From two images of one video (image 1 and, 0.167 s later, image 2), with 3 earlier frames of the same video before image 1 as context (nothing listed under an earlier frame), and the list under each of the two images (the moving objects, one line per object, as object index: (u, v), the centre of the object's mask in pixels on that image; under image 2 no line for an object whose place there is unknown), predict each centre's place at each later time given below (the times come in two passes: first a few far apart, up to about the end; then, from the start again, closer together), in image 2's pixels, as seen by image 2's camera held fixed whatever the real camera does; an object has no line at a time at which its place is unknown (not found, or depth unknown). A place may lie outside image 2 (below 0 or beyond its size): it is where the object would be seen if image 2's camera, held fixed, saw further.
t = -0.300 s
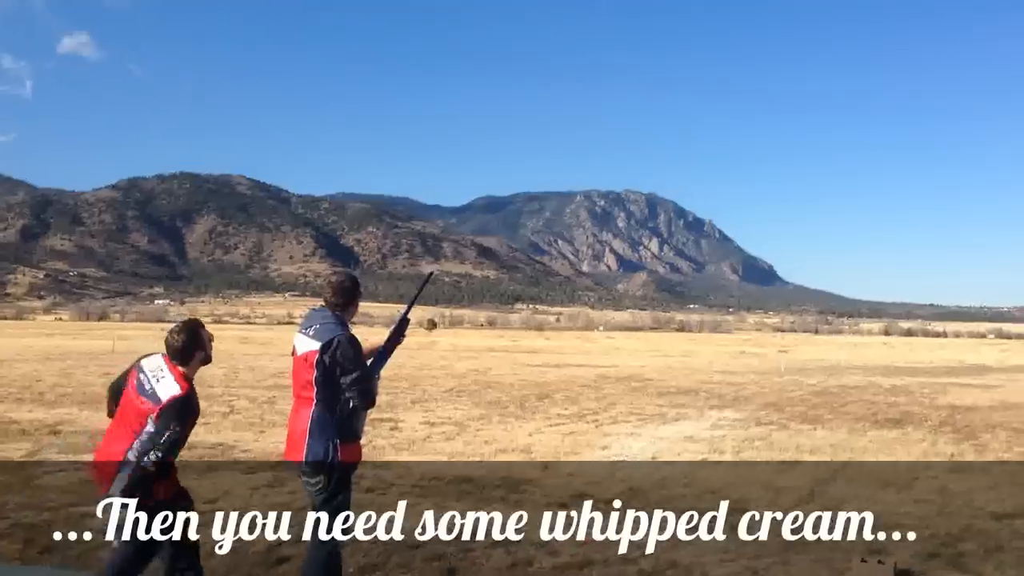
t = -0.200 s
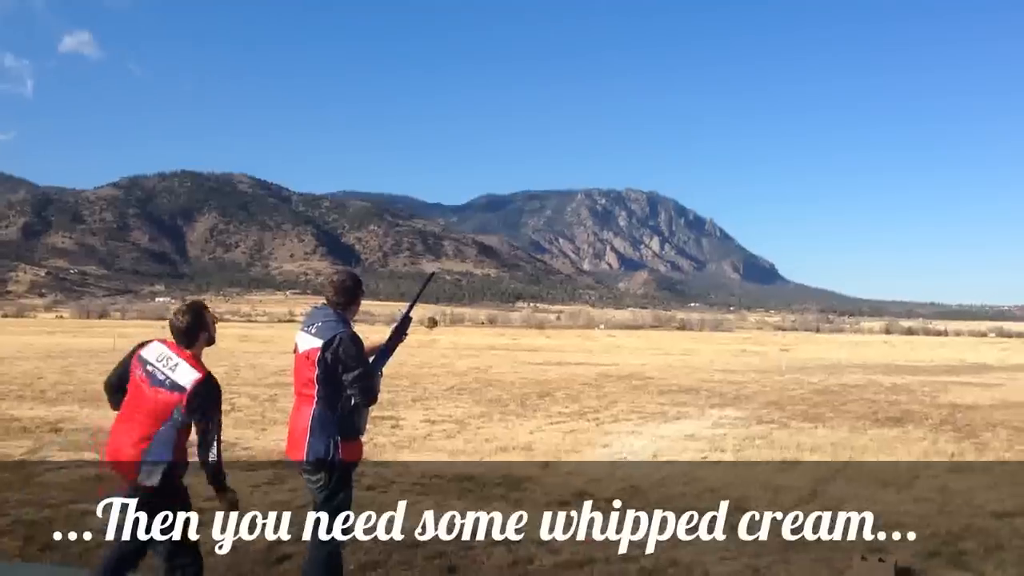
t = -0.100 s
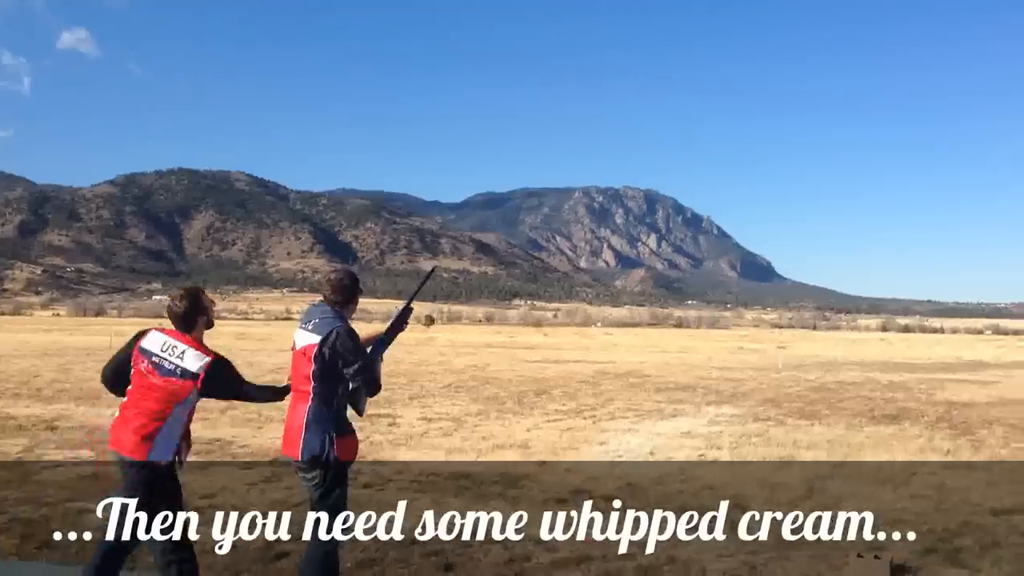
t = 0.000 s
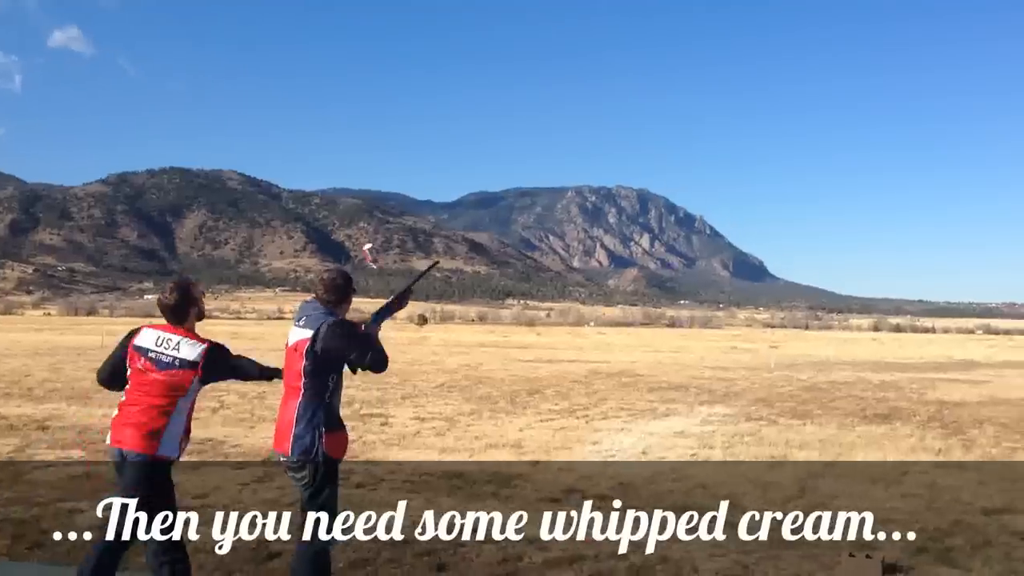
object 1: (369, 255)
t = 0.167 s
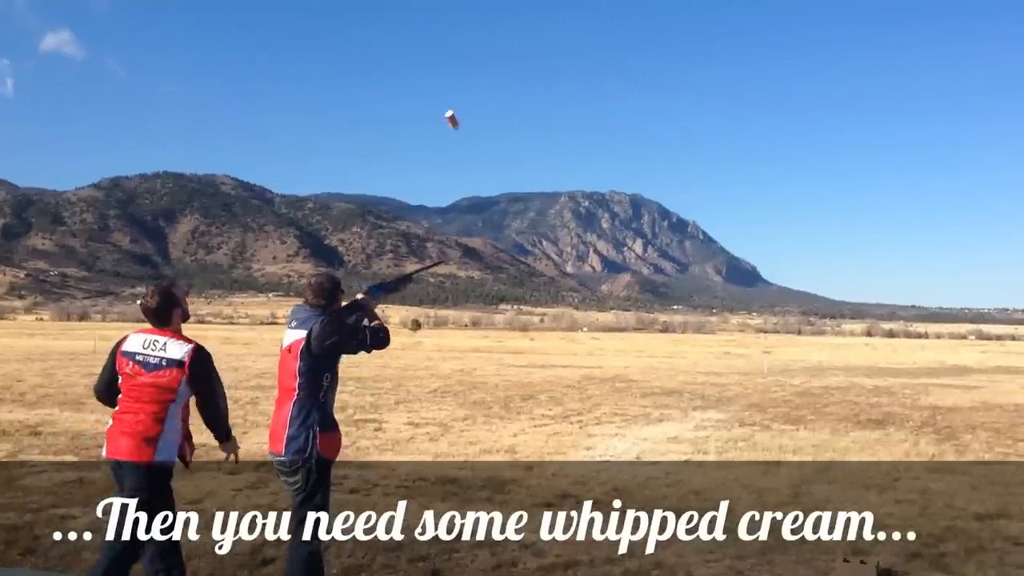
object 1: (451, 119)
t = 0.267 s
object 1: (495, 66)
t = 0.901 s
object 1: (681, 50)
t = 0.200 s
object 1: (467, 99)
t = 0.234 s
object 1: (481, 81)
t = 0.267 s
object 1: (495, 66)
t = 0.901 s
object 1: (681, 50)
